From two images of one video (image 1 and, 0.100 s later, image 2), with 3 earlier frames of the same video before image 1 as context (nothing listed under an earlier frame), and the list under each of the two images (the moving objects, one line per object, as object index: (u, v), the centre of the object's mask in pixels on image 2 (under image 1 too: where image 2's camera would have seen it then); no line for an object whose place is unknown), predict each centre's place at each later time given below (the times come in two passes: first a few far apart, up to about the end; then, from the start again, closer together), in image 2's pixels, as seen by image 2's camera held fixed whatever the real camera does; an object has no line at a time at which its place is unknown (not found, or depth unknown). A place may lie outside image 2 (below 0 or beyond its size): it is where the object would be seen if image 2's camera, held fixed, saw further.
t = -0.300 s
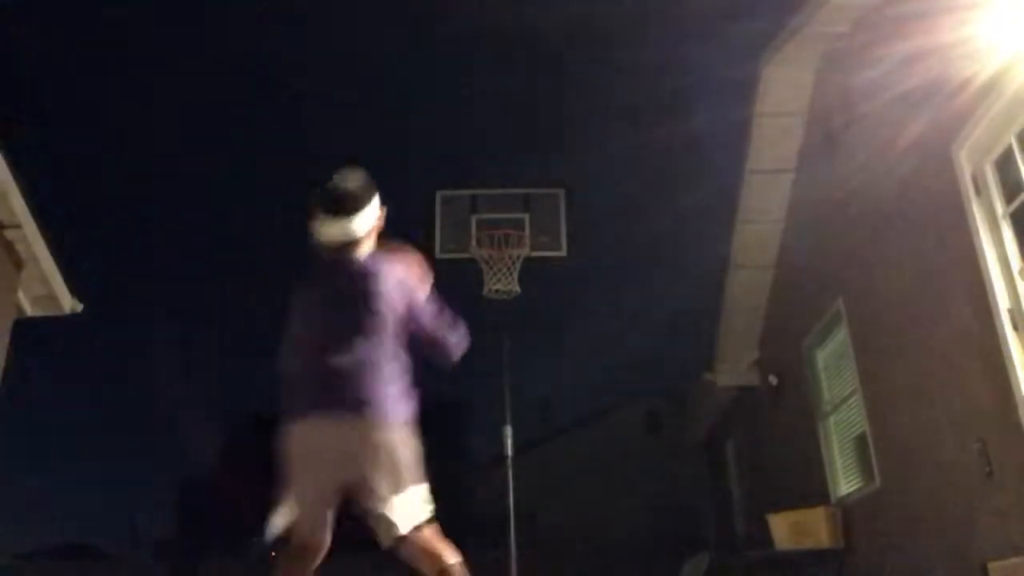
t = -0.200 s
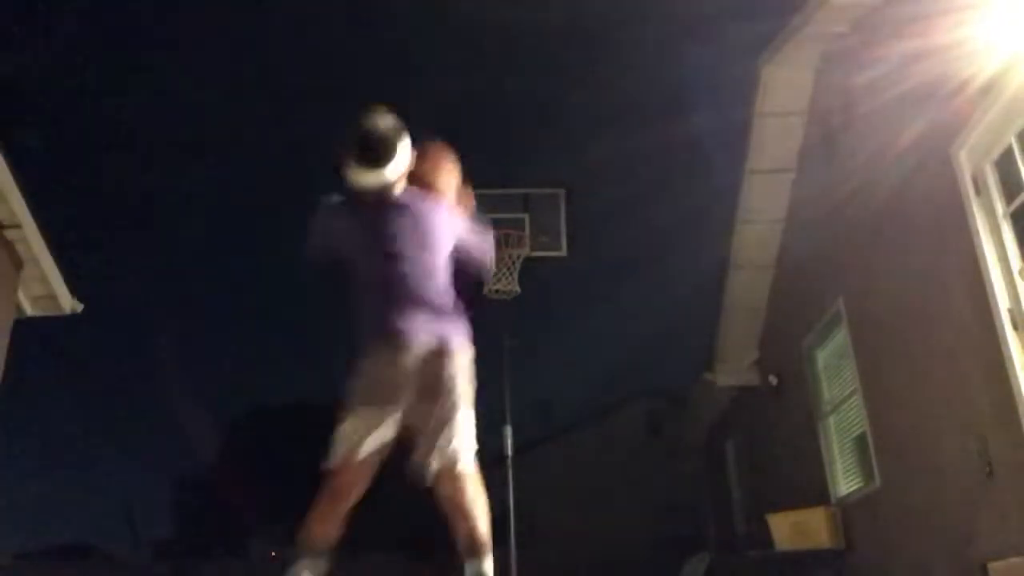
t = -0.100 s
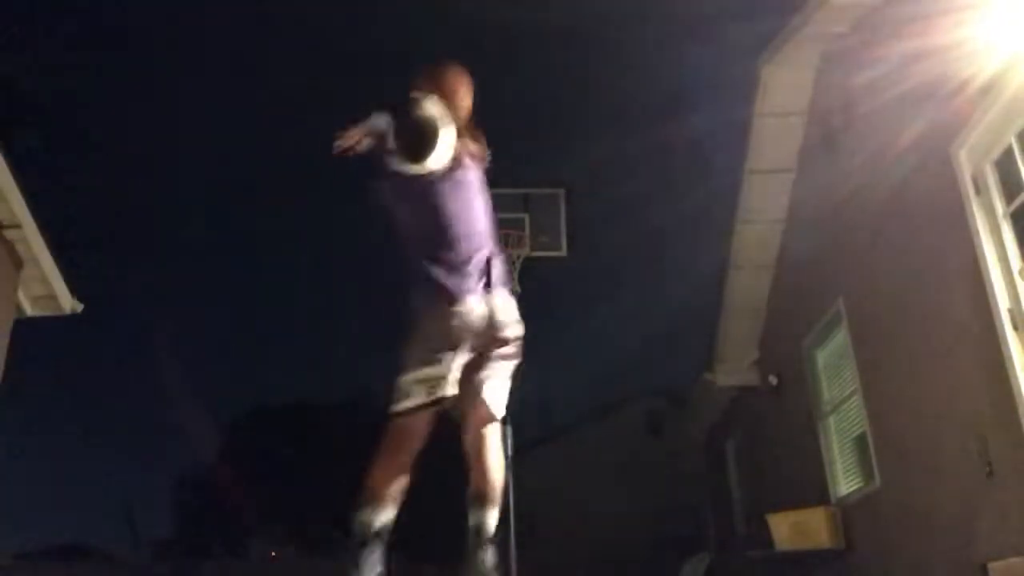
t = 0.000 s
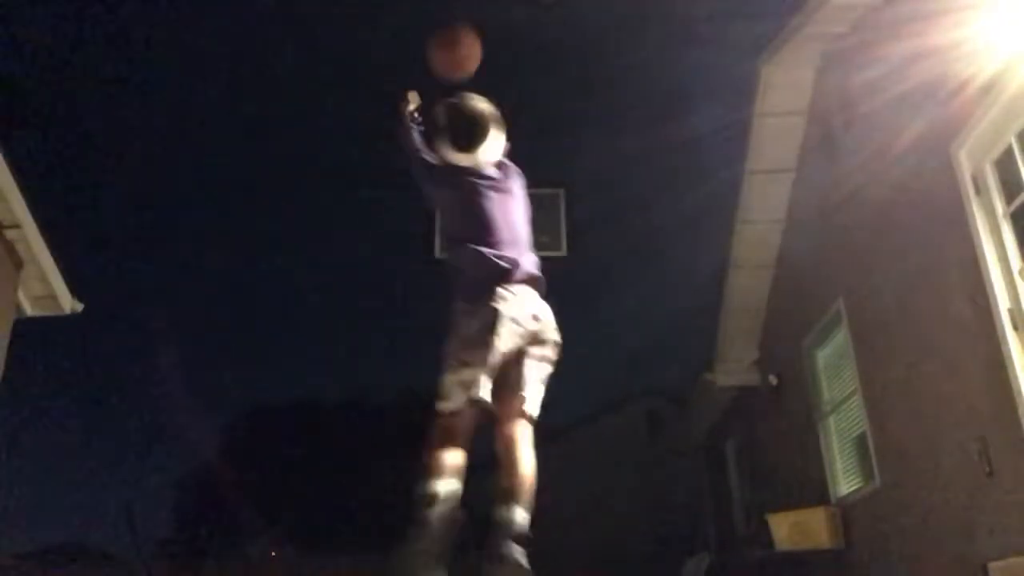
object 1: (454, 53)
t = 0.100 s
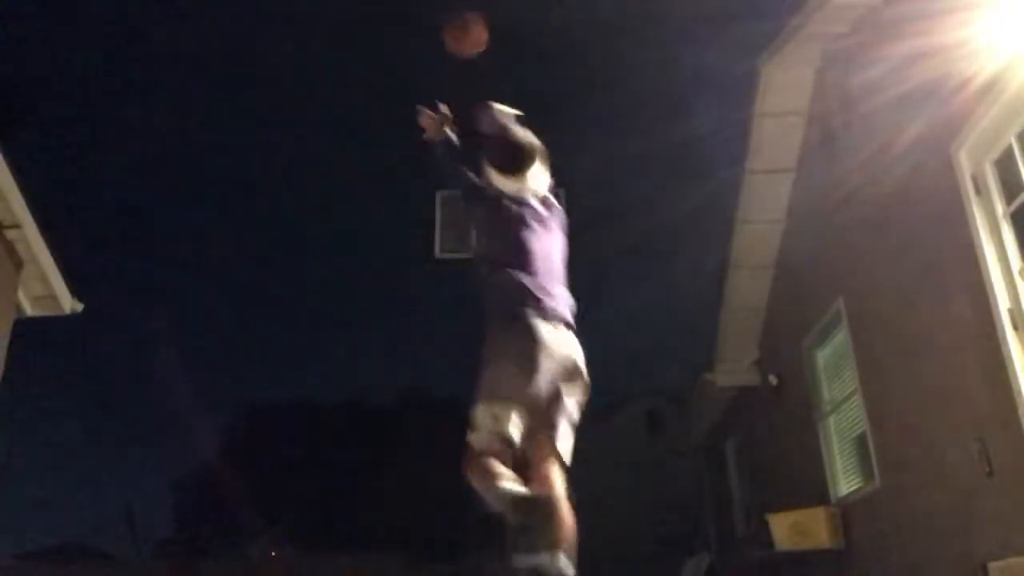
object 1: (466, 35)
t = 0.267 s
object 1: (479, 41)
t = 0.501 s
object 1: (494, 103)
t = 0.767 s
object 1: (512, 224)
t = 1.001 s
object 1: (492, 288)
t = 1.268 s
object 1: (467, 329)
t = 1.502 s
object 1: (445, 448)
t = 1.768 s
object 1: (423, 568)
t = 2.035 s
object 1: (424, 428)
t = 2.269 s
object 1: (426, 381)
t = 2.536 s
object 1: (428, 435)
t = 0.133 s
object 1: (468, 32)
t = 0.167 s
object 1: (470, 32)
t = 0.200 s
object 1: (473, 34)
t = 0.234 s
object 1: (475, 36)
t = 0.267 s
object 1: (479, 41)
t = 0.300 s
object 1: (481, 47)
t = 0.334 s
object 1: (483, 54)
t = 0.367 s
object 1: (486, 63)
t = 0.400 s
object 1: (488, 70)
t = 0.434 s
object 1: (490, 79)
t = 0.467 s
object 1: (492, 91)
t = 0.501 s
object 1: (494, 103)
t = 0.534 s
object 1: (497, 115)
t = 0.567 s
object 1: (498, 128)
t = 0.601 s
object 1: (499, 141)
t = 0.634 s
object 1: (501, 156)
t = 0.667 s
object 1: (504, 170)
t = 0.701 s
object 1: (506, 184)
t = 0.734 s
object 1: (505, 200)
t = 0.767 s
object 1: (512, 224)
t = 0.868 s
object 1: (503, 289)
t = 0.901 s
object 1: (505, 284)
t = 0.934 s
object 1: (501, 285)
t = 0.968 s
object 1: (496, 287)
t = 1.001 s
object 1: (492, 288)
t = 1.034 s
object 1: (486, 292)
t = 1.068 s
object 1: (482, 292)
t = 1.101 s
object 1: (480, 293)
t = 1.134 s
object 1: (478, 296)
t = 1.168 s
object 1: (476, 302)
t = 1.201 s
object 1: (473, 309)
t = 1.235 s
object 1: (470, 318)
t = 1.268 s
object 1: (467, 329)
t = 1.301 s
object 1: (463, 341)
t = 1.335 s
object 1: (461, 355)
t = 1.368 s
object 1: (457, 369)
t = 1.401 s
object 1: (455, 386)
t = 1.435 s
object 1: (452, 405)
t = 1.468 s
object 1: (448, 425)
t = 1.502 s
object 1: (445, 448)
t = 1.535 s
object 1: (441, 473)
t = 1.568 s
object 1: (437, 500)
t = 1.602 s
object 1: (433, 531)
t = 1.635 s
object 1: (431, 553)
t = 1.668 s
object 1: (428, 570)
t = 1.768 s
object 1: (423, 568)
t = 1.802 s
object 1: (423, 556)
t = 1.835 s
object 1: (423, 540)
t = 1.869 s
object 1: (423, 517)
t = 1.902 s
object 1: (423, 494)
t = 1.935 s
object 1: (424, 475)
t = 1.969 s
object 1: (424, 457)
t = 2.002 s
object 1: (424, 442)
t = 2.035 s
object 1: (424, 428)
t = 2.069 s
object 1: (425, 416)
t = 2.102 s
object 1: (425, 405)
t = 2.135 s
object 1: (425, 397)
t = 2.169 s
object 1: (426, 390)
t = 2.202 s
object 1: (426, 386)
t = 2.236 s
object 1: (426, 383)
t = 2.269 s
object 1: (426, 381)
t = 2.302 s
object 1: (426, 381)
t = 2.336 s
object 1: (427, 383)
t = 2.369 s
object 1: (427, 387)
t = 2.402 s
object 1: (427, 393)
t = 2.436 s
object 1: (427, 400)
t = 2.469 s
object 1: (428, 410)
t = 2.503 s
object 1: (428, 421)
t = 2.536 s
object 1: (428, 435)
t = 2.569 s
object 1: (428, 451)
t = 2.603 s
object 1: (428, 469)
